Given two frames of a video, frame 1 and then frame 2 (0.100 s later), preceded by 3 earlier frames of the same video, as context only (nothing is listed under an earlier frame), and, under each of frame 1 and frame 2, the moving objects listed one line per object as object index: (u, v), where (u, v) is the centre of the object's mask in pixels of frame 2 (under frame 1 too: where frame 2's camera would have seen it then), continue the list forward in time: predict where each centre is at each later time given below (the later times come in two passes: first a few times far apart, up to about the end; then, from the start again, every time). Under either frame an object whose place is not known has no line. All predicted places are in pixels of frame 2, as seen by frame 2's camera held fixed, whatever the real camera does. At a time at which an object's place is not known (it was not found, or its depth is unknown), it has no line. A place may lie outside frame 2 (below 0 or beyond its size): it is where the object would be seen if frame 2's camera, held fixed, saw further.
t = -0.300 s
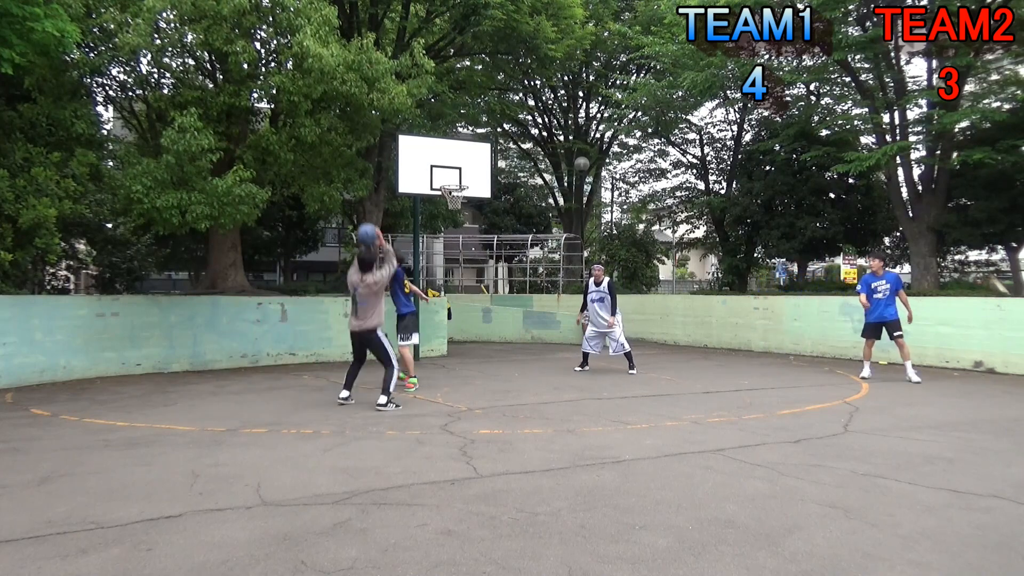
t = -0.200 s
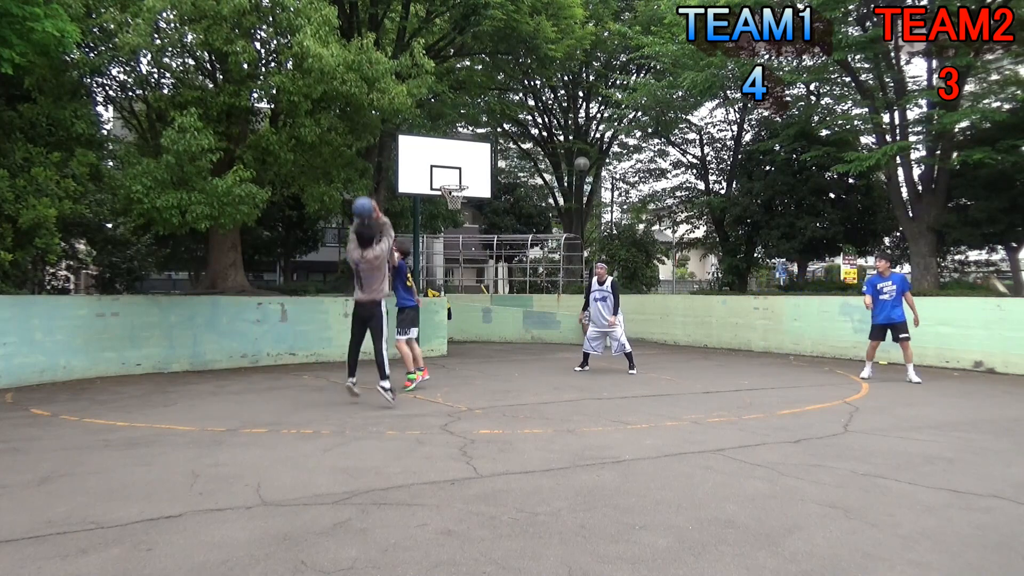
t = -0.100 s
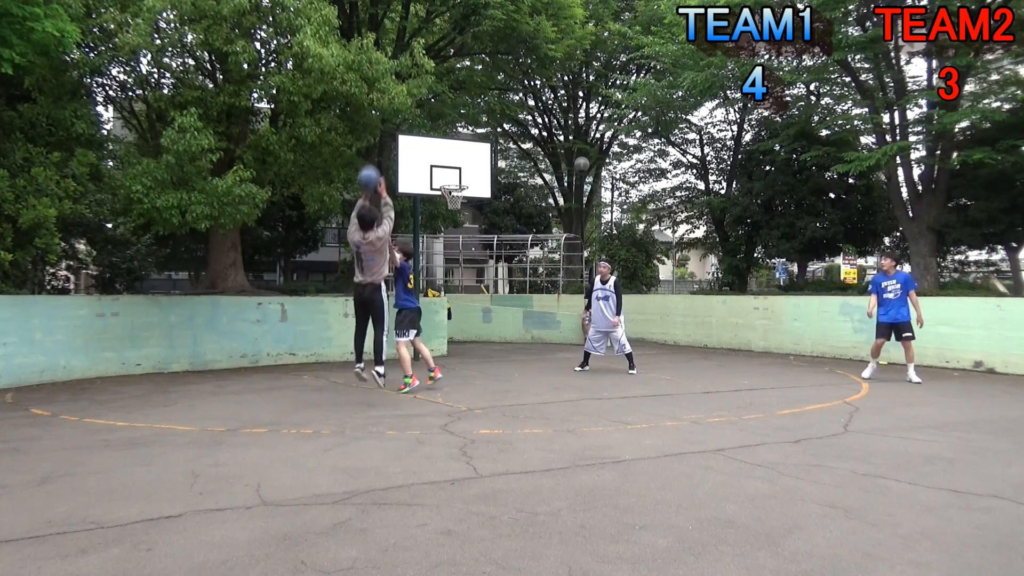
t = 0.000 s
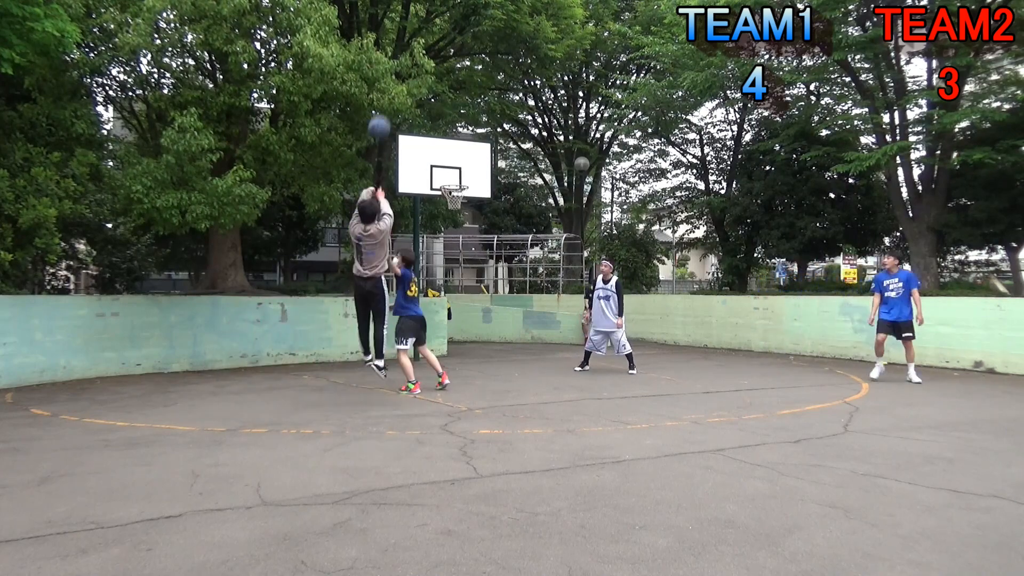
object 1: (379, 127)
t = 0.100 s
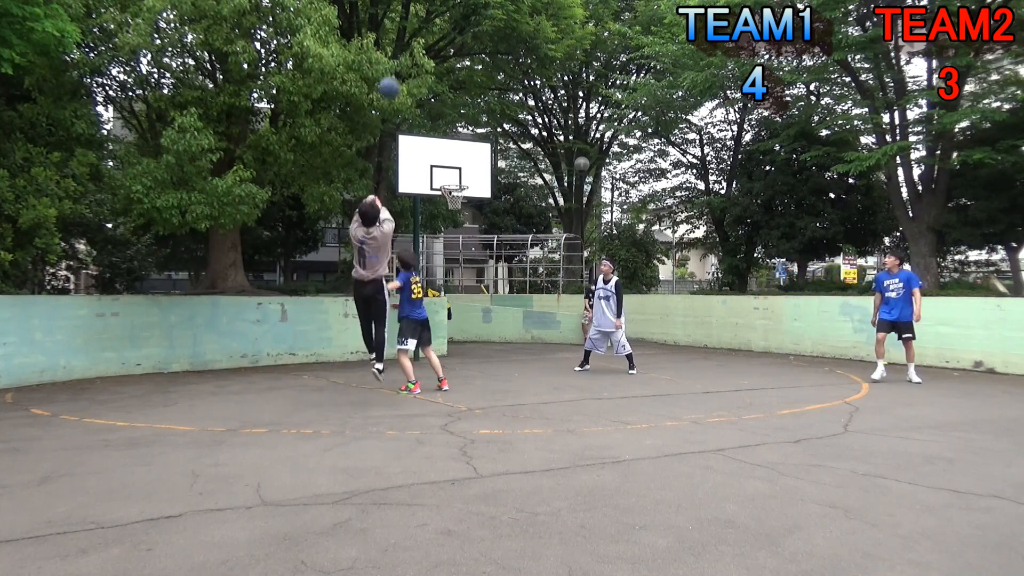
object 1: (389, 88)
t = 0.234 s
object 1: (400, 53)
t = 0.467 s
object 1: (417, 31)
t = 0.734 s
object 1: (434, 53)
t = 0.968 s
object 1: (446, 105)
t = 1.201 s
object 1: (456, 177)
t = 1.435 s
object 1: (463, 150)
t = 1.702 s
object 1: (470, 159)
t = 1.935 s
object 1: (477, 199)
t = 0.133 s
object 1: (392, 77)
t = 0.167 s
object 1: (395, 68)
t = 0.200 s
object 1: (398, 59)
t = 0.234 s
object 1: (400, 53)
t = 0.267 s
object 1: (403, 47)
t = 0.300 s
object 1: (405, 42)
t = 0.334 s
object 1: (407, 39)
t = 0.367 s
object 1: (410, 35)
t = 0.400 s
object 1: (413, 33)
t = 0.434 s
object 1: (415, 31)
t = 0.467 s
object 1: (417, 31)
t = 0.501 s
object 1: (419, 31)
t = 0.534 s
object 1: (422, 32)
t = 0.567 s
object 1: (424, 34)
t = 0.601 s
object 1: (426, 36)
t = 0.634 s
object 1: (428, 41)
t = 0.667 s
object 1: (430, 44)
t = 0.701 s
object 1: (432, 48)
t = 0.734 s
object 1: (434, 53)
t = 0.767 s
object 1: (436, 59)
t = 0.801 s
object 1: (437, 65)
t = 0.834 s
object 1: (439, 72)
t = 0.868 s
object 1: (441, 80)
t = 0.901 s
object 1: (442, 88)
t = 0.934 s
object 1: (444, 97)
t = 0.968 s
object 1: (446, 105)
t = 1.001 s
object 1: (447, 115)
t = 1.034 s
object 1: (449, 126)
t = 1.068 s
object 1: (450, 137)
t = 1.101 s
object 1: (452, 149)
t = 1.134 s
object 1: (453, 161)
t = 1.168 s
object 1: (455, 172)
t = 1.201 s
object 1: (456, 177)
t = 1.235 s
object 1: (457, 171)
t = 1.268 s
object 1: (458, 166)
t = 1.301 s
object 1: (459, 161)
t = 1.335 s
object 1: (460, 158)
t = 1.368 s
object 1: (461, 155)
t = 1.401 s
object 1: (462, 152)
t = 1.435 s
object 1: (463, 150)
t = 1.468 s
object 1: (464, 149)
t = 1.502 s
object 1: (465, 149)
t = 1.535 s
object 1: (465, 149)
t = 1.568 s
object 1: (467, 149)
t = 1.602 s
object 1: (467, 151)
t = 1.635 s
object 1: (468, 153)
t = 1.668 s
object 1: (469, 155)
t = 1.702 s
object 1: (470, 159)
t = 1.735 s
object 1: (471, 162)
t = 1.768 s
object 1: (472, 167)
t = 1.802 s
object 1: (473, 172)
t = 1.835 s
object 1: (474, 178)
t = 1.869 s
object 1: (475, 184)
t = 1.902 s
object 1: (476, 191)
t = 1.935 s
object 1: (477, 199)
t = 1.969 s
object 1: (479, 206)
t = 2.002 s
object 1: (480, 214)
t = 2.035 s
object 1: (481, 223)
